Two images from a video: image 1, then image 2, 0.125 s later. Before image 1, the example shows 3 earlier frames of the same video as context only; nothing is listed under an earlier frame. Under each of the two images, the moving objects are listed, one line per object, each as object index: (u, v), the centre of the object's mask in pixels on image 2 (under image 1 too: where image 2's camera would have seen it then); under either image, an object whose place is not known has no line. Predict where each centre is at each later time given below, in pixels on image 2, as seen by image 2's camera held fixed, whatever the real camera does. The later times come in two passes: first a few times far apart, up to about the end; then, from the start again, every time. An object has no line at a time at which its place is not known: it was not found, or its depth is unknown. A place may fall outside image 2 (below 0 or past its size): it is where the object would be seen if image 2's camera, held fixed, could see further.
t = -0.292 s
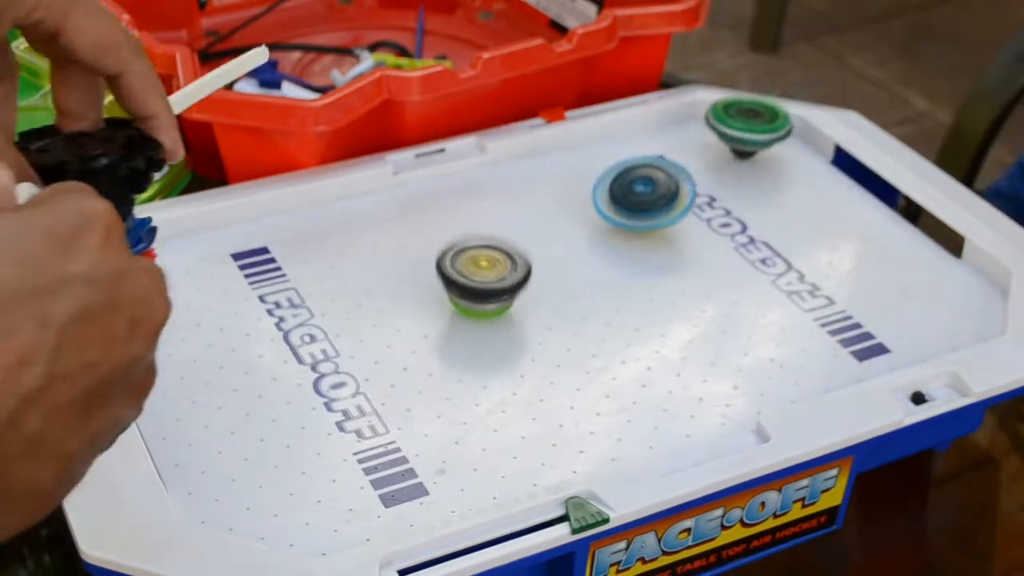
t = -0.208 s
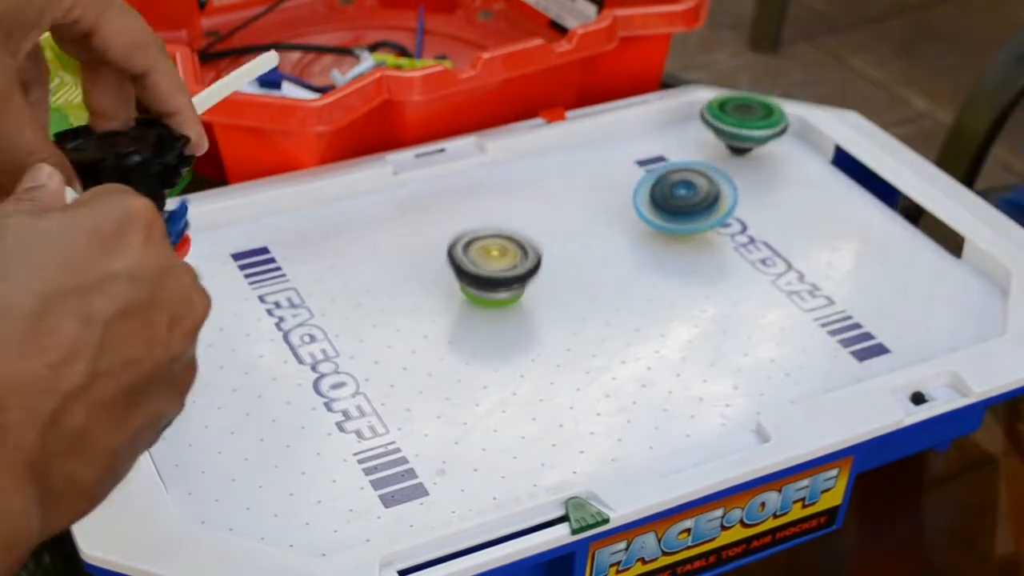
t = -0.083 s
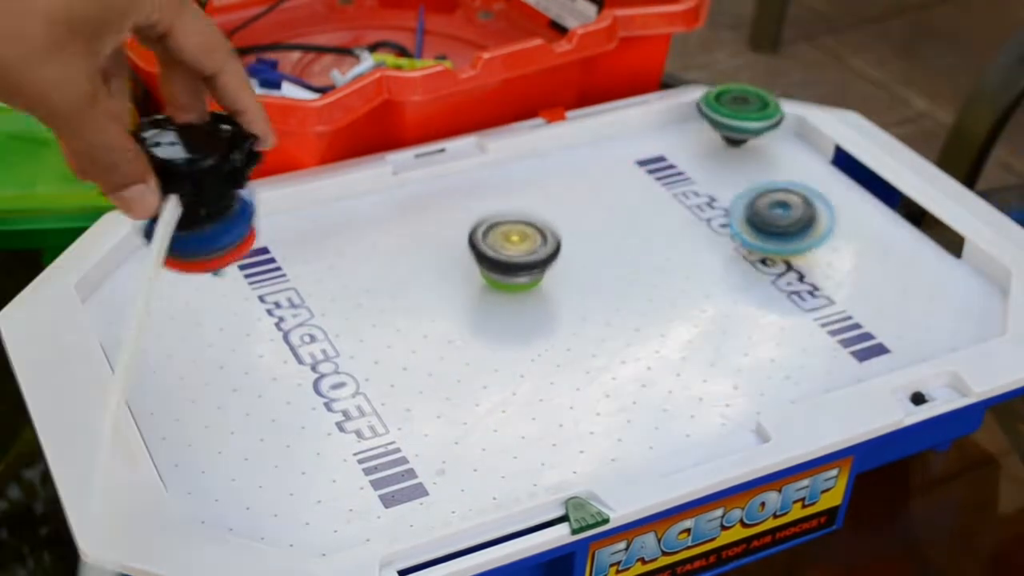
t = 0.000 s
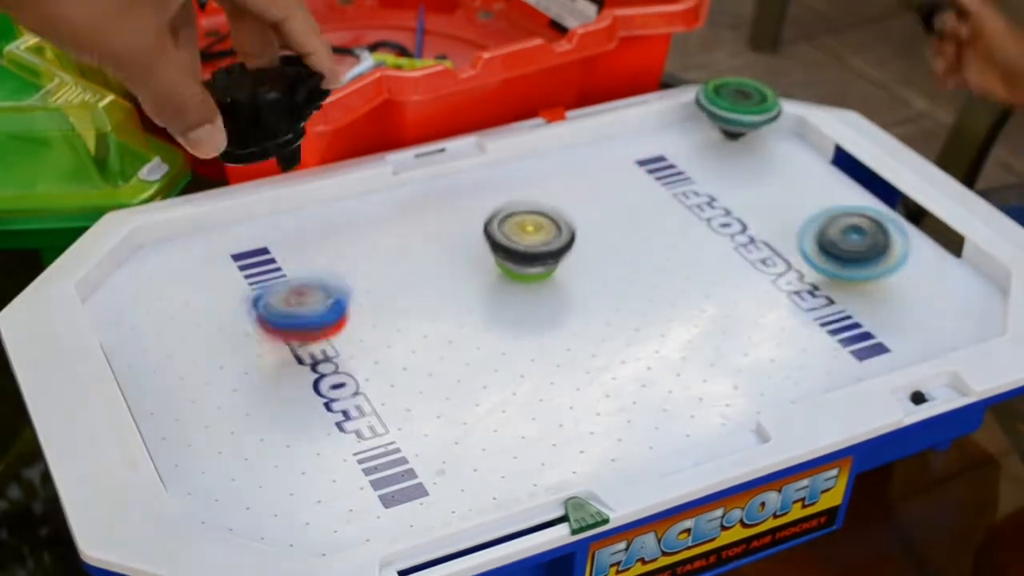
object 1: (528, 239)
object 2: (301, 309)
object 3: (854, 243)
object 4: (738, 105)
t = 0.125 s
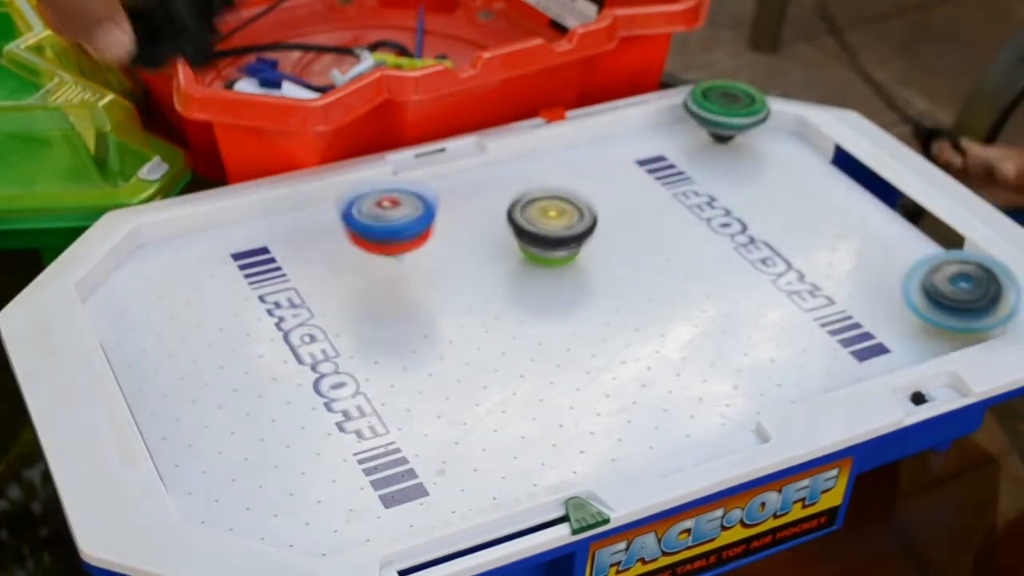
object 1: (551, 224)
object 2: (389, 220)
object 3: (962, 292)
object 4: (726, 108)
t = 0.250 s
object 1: (575, 211)
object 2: (464, 187)
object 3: (985, 303)
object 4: (729, 105)
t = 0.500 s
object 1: (633, 189)
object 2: (581, 133)
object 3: (962, 273)
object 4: (669, 127)
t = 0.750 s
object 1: (771, 191)
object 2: (500, 150)
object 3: (969, 266)
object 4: (736, 125)
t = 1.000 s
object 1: (911, 210)
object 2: (383, 183)
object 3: (965, 270)
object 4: (747, 122)
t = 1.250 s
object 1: (924, 220)
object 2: (373, 254)
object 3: (962, 281)
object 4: (762, 122)
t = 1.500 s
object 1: (907, 221)
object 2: (346, 329)
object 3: (954, 304)
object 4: (777, 121)
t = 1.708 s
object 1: (854, 225)
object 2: (309, 384)
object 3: (931, 306)
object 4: (791, 118)
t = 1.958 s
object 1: (786, 194)
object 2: (270, 436)
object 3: (903, 303)
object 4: (782, 119)
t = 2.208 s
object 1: (721, 162)
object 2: (317, 468)
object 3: (878, 292)
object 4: (783, 114)
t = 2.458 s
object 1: (666, 126)
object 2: (388, 386)
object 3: (857, 278)
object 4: (758, 110)
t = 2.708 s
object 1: (653, 144)
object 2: (488, 287)
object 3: (857, 265)
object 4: (759, 117)
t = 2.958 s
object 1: (634, 152)
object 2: (567, 194)
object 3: (868, 248)
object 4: (780, 119)
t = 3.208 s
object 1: (664, 143)
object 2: (553, 136)
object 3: (891, 233)
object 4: (799, 121)
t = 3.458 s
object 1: (653, 134)
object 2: (558, 144)
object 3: (924, 222)
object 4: (799, 123)
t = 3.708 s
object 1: (651, 115)
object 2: (596, 189)
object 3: (922, 219)
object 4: (778, 124)
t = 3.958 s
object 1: (694, 135)
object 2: (555, 230)
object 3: (920, 219)
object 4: (791, 123)
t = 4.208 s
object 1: (773, 183)
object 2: (574, 254)
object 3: (918, 216)
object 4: (791, 121)
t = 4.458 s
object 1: (796, 214)
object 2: (547, 240)
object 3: (918, 223)
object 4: (778, 118)
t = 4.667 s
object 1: (762, 247)
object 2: (572, 221)
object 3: (913, 226)
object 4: (777, 110)
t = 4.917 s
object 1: (698, 272)
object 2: (545, 170)
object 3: (906, 224)
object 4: (779, 113)
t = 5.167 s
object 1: (644, 285)
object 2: (578, 134)
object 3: (901, 217)
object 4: (785, 111)
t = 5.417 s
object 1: (602, 281)
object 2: (613, 127)
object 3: (901, 208)
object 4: (751, 107)
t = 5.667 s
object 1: (578, 262)
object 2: (756, 175)
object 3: (898, 202)
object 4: (740, 103)
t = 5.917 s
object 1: (572, 230)
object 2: (754, 177)
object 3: (961, 223)
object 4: (726, 107)
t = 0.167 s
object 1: (559, 220)
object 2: (418, 227)
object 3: (975, 292)
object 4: (726, 108)
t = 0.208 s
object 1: (568, 215)
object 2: (440, 203)
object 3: (981, 299)
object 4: (727, 107)
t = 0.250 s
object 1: (575, 211)
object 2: (464, 187)
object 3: (985, 303)
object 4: (729, 105)
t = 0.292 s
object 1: (584, 207)
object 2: (484, 170)
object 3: (980, 299)
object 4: (730, 103)
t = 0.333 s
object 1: (593, 204)
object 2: (501, 153)
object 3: (974, 294)
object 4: (720, 106)
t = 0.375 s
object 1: (602, 201)
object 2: (520, 137)
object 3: (963, 289)
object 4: (701, 113)
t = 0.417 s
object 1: (612, 197)
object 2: (542, 134)
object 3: (959, 280)
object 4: (686, 119)
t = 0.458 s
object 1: (622, 194)
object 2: (564, 139)
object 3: (960, 276)
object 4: (675, 124)
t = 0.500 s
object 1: (633, 189)
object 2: (581, 133)
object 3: (962, 273)
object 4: (669, 127)
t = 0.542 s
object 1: (643, 185)
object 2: (576, 131)
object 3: (965, 271)
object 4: (684, 128)
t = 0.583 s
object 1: (653, 180)
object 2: (581, 131)
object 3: (968, 271)
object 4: (704, 128)
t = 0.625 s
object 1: (677, 182)
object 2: (571, 152)
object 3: (968, 269)
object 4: (717, 128)
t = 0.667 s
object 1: (709, 188)
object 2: (546, 150)
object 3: (967, 267)
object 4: (727, 126)
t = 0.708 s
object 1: (741, 190)
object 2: (524, 149)
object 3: (967, 266)
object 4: (731, 125)
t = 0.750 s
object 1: (771, 191)
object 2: (500, 150)
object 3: (969, 266)
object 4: (736, 125)
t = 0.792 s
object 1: (804, 195)
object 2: (481, 152)
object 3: (969, 265)
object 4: (739, 124)
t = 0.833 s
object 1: (836, 198)
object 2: (458, 153)
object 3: (968, 263)
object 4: (740, 123)
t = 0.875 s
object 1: (869, 203)
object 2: (439, 157)
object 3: (969, 261)
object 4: (742, 123)
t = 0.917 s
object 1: (904, 207)
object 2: (414, 161)
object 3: (969, 260)
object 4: (743, 123)
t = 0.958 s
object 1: (918, 208)
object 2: (397, 169)
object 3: (969, 264)
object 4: (745, 123)
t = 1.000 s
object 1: (911, 210)
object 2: (383, 183)
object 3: (965, 270)
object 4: (747, 122)
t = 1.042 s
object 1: (908, 209)
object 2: (375, 196)
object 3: (962, 274)
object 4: (750, 122)
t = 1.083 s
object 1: (904, 208)
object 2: (369, 208)
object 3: (961, 275)
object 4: (753, 122)
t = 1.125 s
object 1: (907, 210)
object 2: (365, 219)
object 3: (961, 277)
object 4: (754, 122)
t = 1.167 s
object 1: (916, 215)
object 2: (367, 228)
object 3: (962, 279)
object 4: (757, 123)
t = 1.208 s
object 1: (920, 217)
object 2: (369, 241)
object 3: (962, 280)
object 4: (759, 122)
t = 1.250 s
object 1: (924, 220)
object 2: (373, 254)
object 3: (962, 281)
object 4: (762, 122)
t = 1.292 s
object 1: (929, 222)
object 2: (374, 271)
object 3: (962, 282)
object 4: (765, 122)
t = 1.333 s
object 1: (928, 224)
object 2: (368, 288)
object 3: (962, 282)
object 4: (767, 122)
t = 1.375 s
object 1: (917, 226)
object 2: (359, 300)
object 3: (965, 293)
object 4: (770, 122)
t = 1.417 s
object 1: (908, 223)
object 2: (351, 311)
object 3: (966, 302)
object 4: (772, 121)
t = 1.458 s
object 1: (905, 220)
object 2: (346, 320)
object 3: (960, 304)
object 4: (775, 121)
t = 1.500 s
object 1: (907, 221)
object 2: (346, 329)
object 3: (954, 304)
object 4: (777, 121)
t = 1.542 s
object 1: (907, 224)
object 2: (344, 342)
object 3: (950, 305)
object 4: (778, 120)
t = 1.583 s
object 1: (901, 227)
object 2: (336, 356)
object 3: (945, 305)
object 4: (782, 120)
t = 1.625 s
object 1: (888, 228)
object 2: (322, 367)
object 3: (940, 307)
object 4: (785, 120)
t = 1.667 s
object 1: (871, 227)
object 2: (313, 375)
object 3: (936, 307)
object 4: (788, 119)
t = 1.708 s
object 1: (854, 225)
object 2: (309, 384)
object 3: (931, 306)
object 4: (791, 118)
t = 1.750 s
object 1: (838, 221)
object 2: (307, 395)
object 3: (928, 306)
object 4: (793, 118)
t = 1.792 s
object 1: (823, 216)
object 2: (297, 408)
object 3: (923, 305)
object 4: (788, 118)
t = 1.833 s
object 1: (813, 211)
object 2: (284, 419)
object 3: (918, 305)
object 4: (783, 119)
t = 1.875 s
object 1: (804, 205)
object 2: (272, 425)
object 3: (913, 304)
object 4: (781, 119)
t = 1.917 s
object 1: (795, 201)
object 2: (268, 430)
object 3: (908, 303)
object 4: (781, 119)
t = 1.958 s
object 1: (786, 194)
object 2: (270, 436)
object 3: (903, 303)
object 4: (782, 119)
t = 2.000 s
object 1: (776, 189)
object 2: (272, 449)
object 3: (898, 301)
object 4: (781, 118)
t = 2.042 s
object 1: (766, 185)
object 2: (275, 465)
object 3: (894, 300)
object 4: (782, 118)
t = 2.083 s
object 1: (756, 178)
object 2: (274, 484)
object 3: (890, 298)
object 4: (782, 117)
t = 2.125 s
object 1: (745, 172)
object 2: (282, 478)
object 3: (886, 296)
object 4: (782, 116)
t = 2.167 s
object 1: (733, 166)
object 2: (299, 475)
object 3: (882, 294)
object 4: (783, 115)
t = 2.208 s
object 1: (721, 162)
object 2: (317, 468)
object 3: (878, 292)
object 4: (783, 114)
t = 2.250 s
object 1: (707, 157)
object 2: (332, 457)
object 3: (875, 290)
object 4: (784, 112)
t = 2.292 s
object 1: (693, 152)
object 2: (346, 445)
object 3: (871, 287)
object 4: (786, 111)
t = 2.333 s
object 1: (680, 146)
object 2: (358, 431)
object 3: (867, 285)
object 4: (775, 111)
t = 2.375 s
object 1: (673, 140)
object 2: (369, 416)
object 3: (863, 283)
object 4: (764, 110)
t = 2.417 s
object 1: (670, 132)
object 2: (378, 401)
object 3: (860, 280)
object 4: (760, 110)
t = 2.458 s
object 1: (666, 126)
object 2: (388, 386)
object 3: (857, 278)
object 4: (758, 110)
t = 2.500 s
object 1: (663, 118)
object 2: (400, 371)
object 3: (855, 275)
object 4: (755, 109)
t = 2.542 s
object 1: (659, 114)
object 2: (413, 355)
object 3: (855, 274)
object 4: (755, 107)
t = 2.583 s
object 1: (666, 122)
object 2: (430, 339)
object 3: (856, 272)
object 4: (755, 106)
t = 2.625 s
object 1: (668, 132)
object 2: (449, 322)
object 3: (857, 270)
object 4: (749, 111)
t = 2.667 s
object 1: (660, 140)
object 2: (468, 305)
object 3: (857, 267)
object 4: (754, 115)
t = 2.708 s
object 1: (653, 144)
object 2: (488, 287)
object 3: (857, 265)
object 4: (759, 117)
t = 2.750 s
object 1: (646, 151)
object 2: (506, 270)
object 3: (858, 263)
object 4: (764, 117)
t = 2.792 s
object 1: (641, 153)
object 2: (524, 254)
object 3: (859, 259)
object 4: (768, 118)
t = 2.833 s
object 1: (637, 152)
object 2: (539, 240)
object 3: (861, 257)
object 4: (771, 118)
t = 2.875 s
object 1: (635, 152)
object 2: (552, 224)
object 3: (863, 254)
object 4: (773, 118)
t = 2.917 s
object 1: (633, 152)
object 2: (561, 209)
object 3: (865, 252)
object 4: (776, 118)
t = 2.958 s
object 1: (634, 152)
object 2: (567, 194)
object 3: (868, 248)
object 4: (780, 119)
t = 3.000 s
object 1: (636, 150)
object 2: (573, 178)
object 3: (870, 245)
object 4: (784, 119)
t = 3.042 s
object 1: (643, 151)
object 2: (566, 165)
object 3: (874, 243)
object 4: (787, 120)
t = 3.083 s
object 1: (653, 147)
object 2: (562, 155)
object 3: (877, 241)
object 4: (790, 120)
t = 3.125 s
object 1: (660, 145)
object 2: (557, 147)
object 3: (882, 238)
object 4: (792, 120)
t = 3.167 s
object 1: (663, 143)
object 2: (554, 141)
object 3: (886, 236)
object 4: (795, 120)
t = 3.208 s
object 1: (664, 143)
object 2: (553, 136)
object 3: (891, 233)
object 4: (799, 121)
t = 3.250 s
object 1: (665, 142)
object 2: (555, 135)
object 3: (896, 231)
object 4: (798, 121)
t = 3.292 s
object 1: (664, 140)
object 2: (555, 135)
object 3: (900, 230)
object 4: (798, 123)
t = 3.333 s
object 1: (662, 138)
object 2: (552, 136)
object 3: (906, 227)
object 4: (799, 123)
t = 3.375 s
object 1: (660, 136)
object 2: (549, 135)
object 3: (912, 225)
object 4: (799, 123)
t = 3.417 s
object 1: (657, 135)
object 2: (554, 140)
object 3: (917, 224)
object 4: (799, 123)
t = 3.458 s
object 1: (653, 134)
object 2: (558, 144)
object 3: (924, 222)
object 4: (799, 123)
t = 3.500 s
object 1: (649, 133)
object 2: (567, 147)
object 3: (924, 221)
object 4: (800, 123)
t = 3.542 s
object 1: (644, 129)
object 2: (580, 150)
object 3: (923, 220)
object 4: (801, 123)
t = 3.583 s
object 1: (645, 124)
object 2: (586, 157)
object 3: (922, 220)
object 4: (801, 122)
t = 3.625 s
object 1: (642, 120)
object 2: (589, 168)
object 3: (922, 220)
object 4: (792, 123)
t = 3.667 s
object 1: (645, 117)
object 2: (596, 179)
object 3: (922, 220)
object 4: (782, 124)
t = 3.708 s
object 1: (651, 115)
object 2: (596, 189)
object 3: (922, 219)
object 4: (778, 124)
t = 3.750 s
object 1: (663, 114)
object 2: (593, 203)
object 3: (922, 220)
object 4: (774, 123)
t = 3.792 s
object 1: (672, 113)
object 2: (586, 212)
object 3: (921, 220)
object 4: (771, 122)
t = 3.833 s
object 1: (679, 112)
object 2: (574, 221)
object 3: (920, 219)
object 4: (768, 120)
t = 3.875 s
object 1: (681, 110)
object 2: (565, 226)
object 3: (921, 219)
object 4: (768, 120)
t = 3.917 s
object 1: (684, 110)
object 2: (556, 229)
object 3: (920, 219)
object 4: (782, 122)
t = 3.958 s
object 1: (694, 135)
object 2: (555, 230)
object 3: (920, 219)
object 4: (791, 123)
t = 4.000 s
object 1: (704, 145)
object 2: (555, 233)
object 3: (921, 219)
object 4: (796, 122)
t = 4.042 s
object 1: (713, 152)
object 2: (560, 235)
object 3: (920, 219)
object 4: (798, 122)
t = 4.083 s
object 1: (725, 158)
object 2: (565, 238)
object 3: (920, 218)
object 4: (800, 122)
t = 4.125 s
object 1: (741, 165)
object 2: (571, 243)
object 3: (919, 218)
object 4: (800, 122)
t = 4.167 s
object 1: (758, 174)
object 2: (574, 247)
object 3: (918, 217)
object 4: (798, 121)
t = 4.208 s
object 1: (773, 183)
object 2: (574, 254)
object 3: (918, 216)
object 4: (791, 121)
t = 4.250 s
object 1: (788, 188)
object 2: (570, 256)
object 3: (915, 215)
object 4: (788, 123)
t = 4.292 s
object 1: (803, 192)
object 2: (562, 260)
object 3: (915, 215)
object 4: (786, 123)
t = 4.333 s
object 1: (815, 205)
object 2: (553, 256)
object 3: (913, 214)
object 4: (784, 122)
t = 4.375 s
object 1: (809, 208)
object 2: (547, 253)
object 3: (921, 216)
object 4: (782, 121)
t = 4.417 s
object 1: (803, 212)
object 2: (543, 247)
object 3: (921, 222)
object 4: (780, 120)
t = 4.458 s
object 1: (796, 214)
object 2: (547, 240)
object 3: (918, 223)
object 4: (778, 118)
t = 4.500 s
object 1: (791, 221)
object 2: (550, 235)
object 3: (916, 225)
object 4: (777, 117)
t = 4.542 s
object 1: (786, 227)
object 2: (559, 229)
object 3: (915, 225)
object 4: (777, 115)
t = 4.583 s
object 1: (778, 235)
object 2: (565, 225)
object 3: (914, 225)
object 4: (777, 113)
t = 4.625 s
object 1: (771, 240)
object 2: (571, 222)
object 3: (913, 226)
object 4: (777, 112)
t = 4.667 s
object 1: (762, 247)
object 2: (572, 221)
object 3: (913, 226)
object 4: (777, 110)
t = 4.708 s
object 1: (753, 252)
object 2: (568, 217)
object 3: (911, 225)
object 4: (776, 110)
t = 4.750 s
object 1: (743, 257)
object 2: (563, 212)
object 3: (911, 226)
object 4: (777, 109)
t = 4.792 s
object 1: (731, 262)
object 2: (554, 205)
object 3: (909, 225)
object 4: (776, 112)
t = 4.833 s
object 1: (723, 266)
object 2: (549, 193)
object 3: (909, 225)
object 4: (776, 114)
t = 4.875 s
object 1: (709, 269)
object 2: (547, 181)
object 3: (907, 225)
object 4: (777, 114)
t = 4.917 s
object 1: (698, 272)
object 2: (545, 170)
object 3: (906, 224)
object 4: (779, 113)
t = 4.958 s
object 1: (688, 275)
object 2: (548, 160)
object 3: (906, 223)
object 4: (780, 113)
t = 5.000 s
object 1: (680, 277)
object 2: (553, 151)
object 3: (904, 222)
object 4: (781, 113)
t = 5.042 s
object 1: (669, 280)
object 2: (557, 142)
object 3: (904, 221)
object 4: (782, 113)
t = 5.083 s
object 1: (659, 283)
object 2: (562, 134)
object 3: (902, 220)
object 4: (783, 112)
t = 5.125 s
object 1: (652, 284)
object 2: (569, 130)
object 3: (902, 218)
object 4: (784, 112)
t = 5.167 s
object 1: (644, 285)
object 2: (578, 134)
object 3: (901, 217)
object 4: (785, 111)
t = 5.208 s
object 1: (636, 287)
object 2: (585, 135)
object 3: (900, 216)
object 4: (771, 110)
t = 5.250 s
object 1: (630, 286)
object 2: (592, 135)
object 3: (900, 214)
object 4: (762, 110)
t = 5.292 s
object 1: (623, 285)
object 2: (596, 134)
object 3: (899, 213)
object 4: (759, 110)
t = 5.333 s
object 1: (616, 285)
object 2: (598, 132)
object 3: (900, 211)
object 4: (757, 109)
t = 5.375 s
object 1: (610, 283)
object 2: (601, 128)
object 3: (901, 210)
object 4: (754, 108)
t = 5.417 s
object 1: (602, 281)
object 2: (613, 127)
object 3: (901, 208)
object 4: (751, 107)
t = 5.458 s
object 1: (597, 279)
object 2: (643, 140)
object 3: (903, 207)
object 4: (750, 105)
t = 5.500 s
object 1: (590, 276)
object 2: (668, 151)
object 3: (904, 206)
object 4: (746, 107)
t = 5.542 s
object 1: (588, 273)
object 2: (692, 158)
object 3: (901, 205)
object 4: (743, 106)
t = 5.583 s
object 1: (583, 270)
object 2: (713, 166)
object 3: (901, 203)
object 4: (742, 105)
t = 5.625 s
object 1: (581, 267)
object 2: (734, 171)
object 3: (900, 203)
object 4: (741, 105)
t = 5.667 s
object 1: (578, 262)
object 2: (756, 175)
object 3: (898, 202)
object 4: (740, 103)
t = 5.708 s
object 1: (577, 258)
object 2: (776, 182)
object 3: (898, 201)
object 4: (738, 104)
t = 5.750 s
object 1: (575, 254)
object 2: (798, 186)
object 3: (897, 201)
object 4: (733, 107)
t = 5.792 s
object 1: (575, 248)
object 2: (792, 185)
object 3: (924, 195)
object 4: (729, 108)
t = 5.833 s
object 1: (573, 242)
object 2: (780, 181)
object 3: (946, 207)
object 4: (727, 108)
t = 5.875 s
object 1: (573, 236)
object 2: (767, 179)
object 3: (962, 209)
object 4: (726, 107)
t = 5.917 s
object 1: (572, 230)
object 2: (754, 177)
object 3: (961, 223)
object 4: (726, 107)
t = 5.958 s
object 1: (573, 223)
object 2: (741, 174)
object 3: (954, 244)
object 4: (724, 105)
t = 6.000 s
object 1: (573, 217)
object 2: (730, 167)
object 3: (947, 250)
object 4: (723, 104)
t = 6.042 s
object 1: (576, 212)
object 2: (719, 164)
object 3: (943, 254)
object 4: (721, 103)
